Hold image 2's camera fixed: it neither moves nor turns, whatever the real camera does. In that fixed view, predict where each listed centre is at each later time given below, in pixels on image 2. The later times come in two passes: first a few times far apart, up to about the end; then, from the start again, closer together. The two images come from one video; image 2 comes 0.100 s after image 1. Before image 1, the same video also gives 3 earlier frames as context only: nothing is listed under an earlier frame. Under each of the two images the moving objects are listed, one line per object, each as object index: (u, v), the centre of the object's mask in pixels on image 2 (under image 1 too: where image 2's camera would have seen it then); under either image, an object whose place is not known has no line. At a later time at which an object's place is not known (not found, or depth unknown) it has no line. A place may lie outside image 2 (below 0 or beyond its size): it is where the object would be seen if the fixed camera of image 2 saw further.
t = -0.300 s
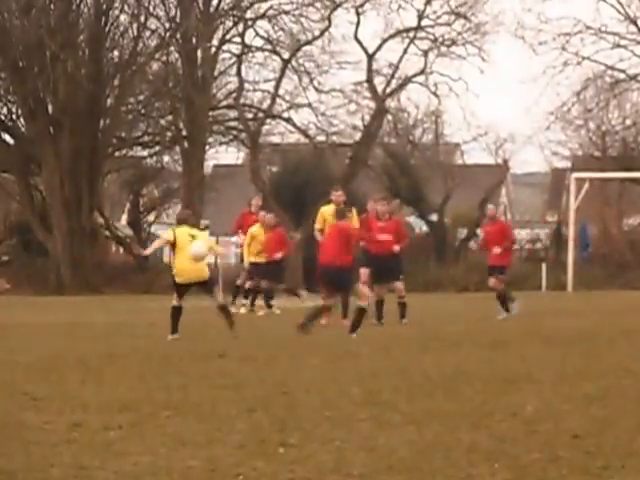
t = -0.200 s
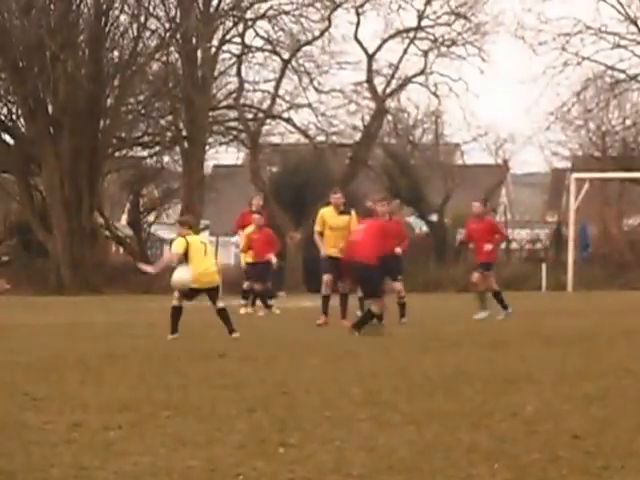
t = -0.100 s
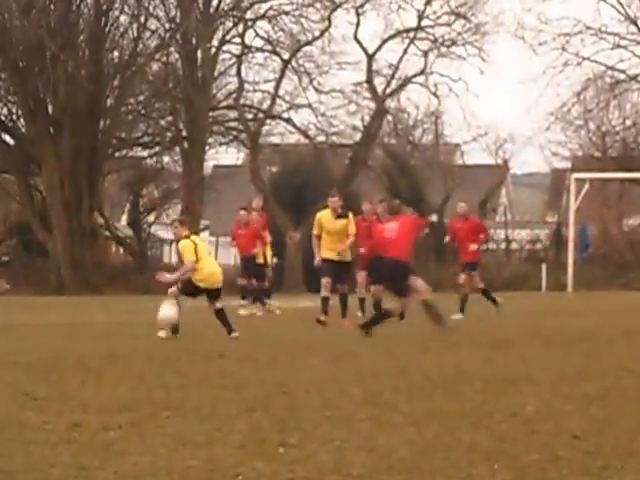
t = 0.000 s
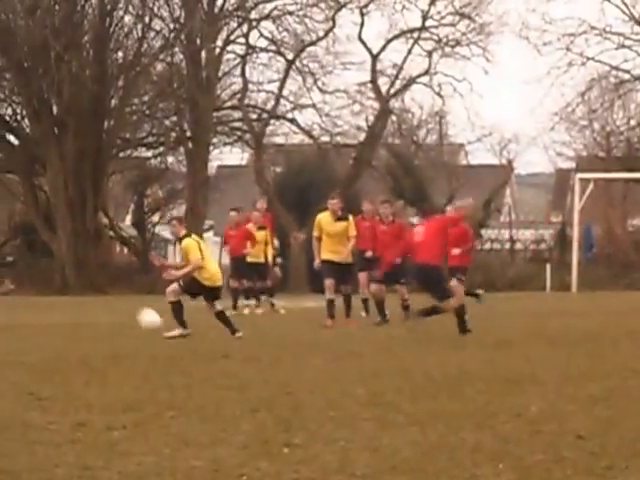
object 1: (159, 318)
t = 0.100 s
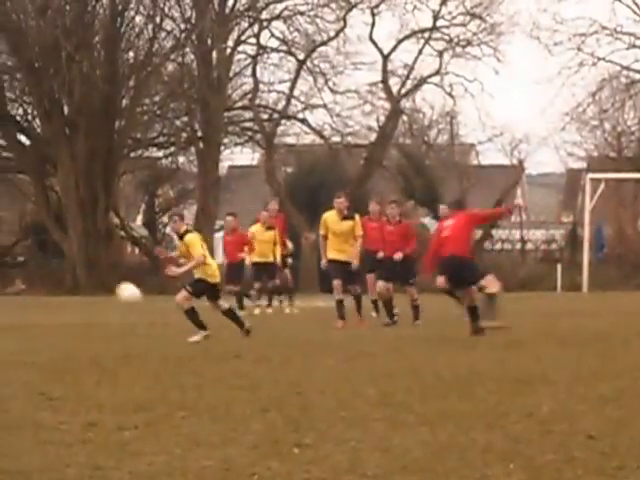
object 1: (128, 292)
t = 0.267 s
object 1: (75, 274)
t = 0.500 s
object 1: (0, 290)
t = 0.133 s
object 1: (117, 287)
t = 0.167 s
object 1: (107, 283)
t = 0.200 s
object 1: (96, 279)
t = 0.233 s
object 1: (86, 276)
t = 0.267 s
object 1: (75, 274)
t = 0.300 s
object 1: (64, 273)
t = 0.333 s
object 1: (53, 273)
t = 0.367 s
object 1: (43, 275)
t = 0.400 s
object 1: (33, 276)
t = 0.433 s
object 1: (21, 280)
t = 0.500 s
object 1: (0, 290)
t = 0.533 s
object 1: (-10, 296)
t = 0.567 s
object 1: (-20, 304)
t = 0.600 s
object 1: (-32, 313)
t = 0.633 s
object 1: (-43, 324)
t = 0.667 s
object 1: (-55, 336)
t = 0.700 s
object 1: (-65, 342)
